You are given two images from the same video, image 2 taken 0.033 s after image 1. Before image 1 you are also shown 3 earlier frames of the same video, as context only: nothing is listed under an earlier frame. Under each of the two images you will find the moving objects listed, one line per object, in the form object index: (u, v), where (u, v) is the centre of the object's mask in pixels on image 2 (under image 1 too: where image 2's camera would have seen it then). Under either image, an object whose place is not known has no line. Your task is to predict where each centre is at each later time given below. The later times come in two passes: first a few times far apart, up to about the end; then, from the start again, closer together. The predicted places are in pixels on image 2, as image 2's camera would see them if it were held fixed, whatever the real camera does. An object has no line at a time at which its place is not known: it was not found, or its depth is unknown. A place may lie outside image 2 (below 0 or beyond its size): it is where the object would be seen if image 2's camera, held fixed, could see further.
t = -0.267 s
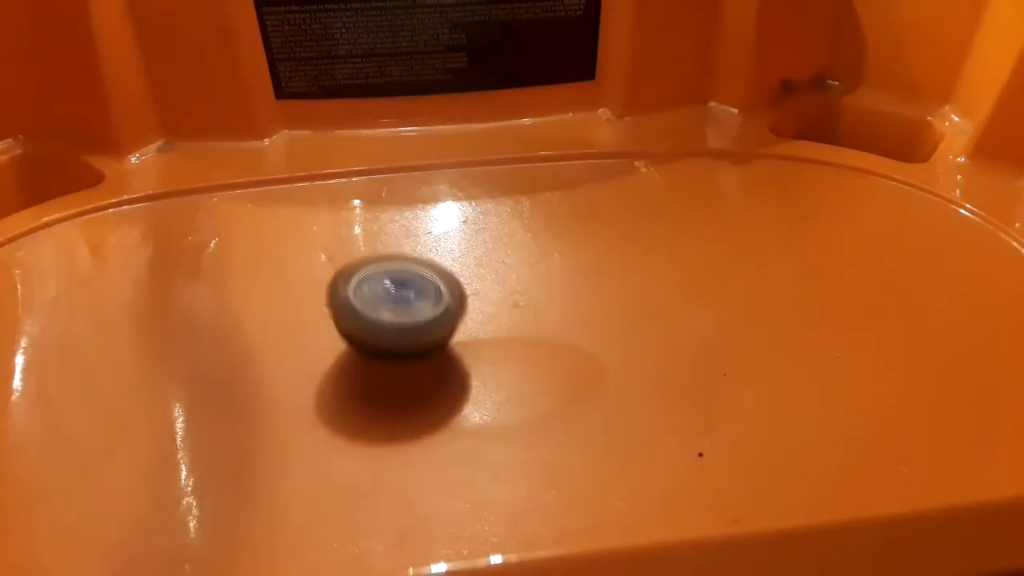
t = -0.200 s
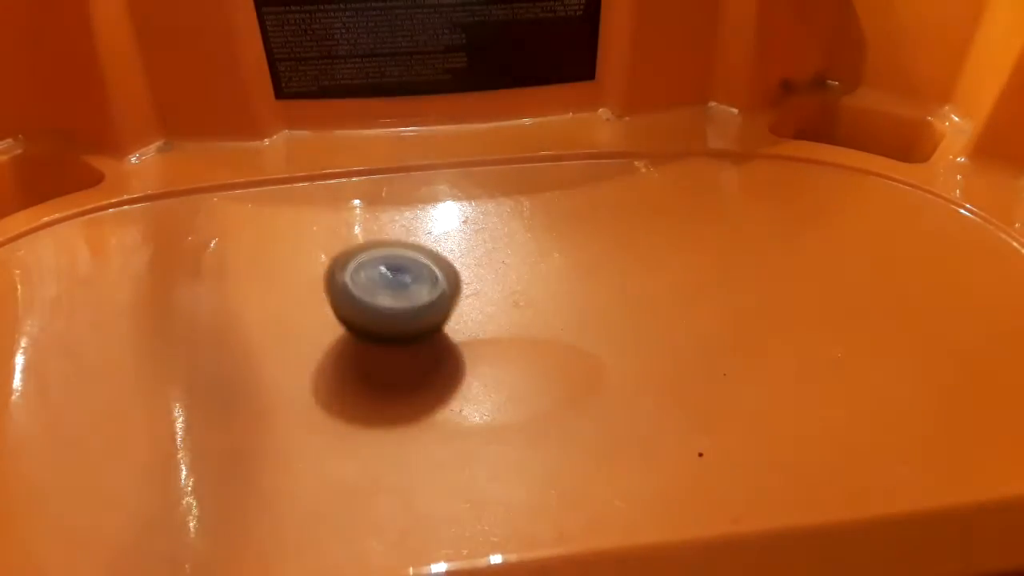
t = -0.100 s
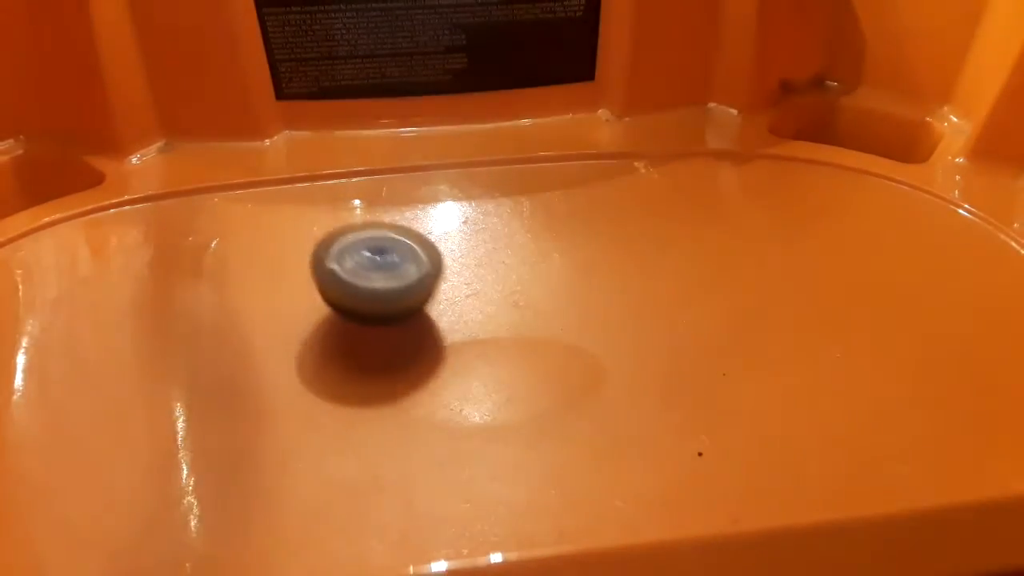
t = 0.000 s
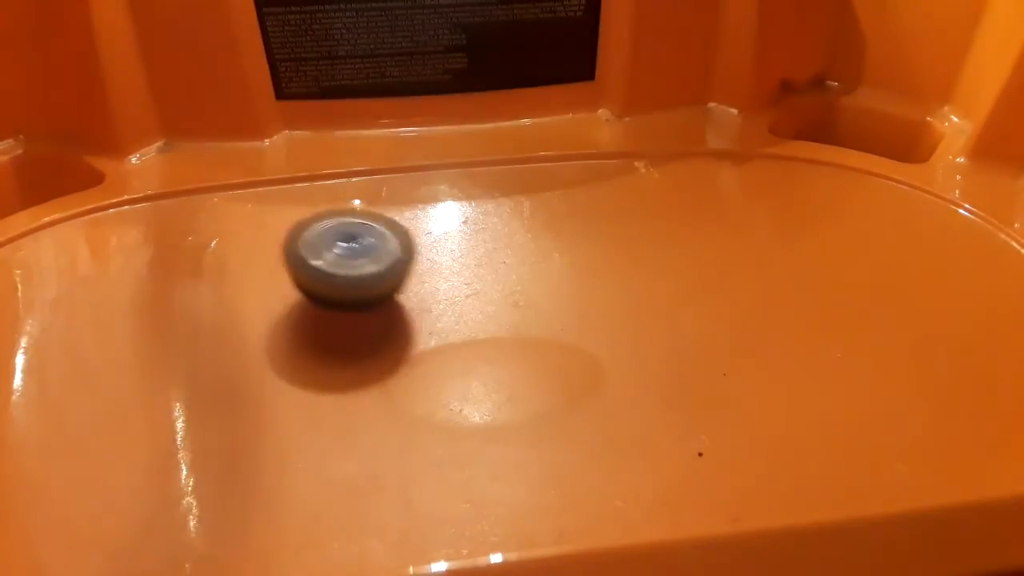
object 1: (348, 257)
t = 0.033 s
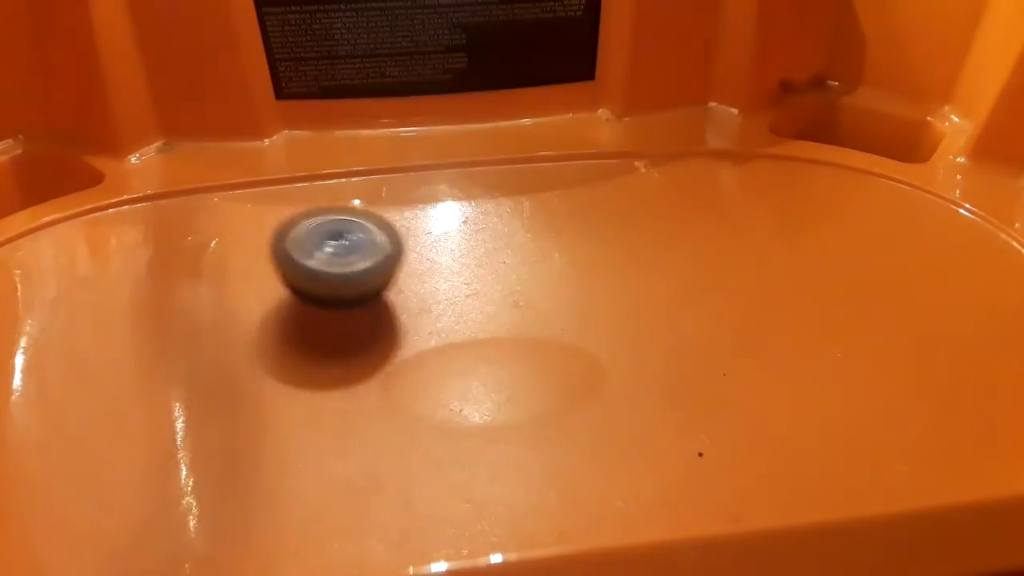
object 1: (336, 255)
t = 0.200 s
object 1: (275, 263)
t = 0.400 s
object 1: (301, 321)
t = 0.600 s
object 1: (421, 323)
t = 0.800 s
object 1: (510, 301)
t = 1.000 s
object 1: (586, 283)
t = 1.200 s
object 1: (621, 262)
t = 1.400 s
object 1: (608, 260)
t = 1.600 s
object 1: (583, 301)
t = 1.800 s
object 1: (629, 349)
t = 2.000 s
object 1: (712, 344)
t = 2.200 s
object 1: (734, 324)
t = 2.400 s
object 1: (648, 321)
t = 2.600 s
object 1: (604, 335)
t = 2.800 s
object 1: (512, 375)
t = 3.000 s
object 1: (442, 419)
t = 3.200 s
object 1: (431, 456)
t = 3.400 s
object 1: (490, 438)
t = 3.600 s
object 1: (452, 380)
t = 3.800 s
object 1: (364, 348)
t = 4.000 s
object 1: (280, 356)
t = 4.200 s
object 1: (281, 394)
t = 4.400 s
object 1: (357, 358)
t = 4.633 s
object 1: (342, 341)
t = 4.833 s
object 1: (333, 340)
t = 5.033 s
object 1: (404, 315)
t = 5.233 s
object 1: (437, 304)
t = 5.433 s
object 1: (485, 296)
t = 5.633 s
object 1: (538, 295)
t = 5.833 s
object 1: (583, 298)
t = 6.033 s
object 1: (595, 307)
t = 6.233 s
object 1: (620, 317)
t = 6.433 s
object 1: (598, 322)
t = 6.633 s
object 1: (606, 314)
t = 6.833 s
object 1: (610, 329)
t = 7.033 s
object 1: (592, 352)
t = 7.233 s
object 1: (557, 373)
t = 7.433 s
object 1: (513, 381)
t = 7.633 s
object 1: (466, 383)
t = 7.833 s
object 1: (422, 376)
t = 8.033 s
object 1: (406, 370)
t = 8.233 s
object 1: (398, 368)
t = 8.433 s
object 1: (383, 360)
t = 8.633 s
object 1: (373, 349)
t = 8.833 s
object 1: (372, 342)
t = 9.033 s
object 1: (377, 330)
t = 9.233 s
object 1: (392, 320)
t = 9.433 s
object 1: (407, 313)
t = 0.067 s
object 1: (324, 254)
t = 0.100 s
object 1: (312, 253)
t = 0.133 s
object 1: (299, 255)
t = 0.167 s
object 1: (286, 258)
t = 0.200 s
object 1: (275, 263)
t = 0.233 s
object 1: (267, 271)
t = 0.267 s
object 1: (264, 280)
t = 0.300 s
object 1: (265, 291)
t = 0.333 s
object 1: (273, 302)
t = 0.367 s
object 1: (285, 312)
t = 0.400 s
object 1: (301, 321)
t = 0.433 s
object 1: (320, 328)
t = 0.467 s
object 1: (342, 333)
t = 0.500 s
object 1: (363, 334)
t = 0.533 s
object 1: (385, 333)
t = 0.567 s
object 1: (404, 329)
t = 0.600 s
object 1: (421, 323)
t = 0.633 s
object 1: (437, 319)
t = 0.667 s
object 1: (452, 314)
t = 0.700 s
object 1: (466, 310)
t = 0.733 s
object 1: (481, 307)
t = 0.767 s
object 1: (495, 304)
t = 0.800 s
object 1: (510, 301)
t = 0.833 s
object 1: (526, 298)
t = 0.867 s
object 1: (542, 295)
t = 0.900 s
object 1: (556, 292)
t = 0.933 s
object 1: (566, 289)
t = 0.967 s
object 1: (576, 286)
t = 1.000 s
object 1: (586, 283)
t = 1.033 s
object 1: (595, 280)
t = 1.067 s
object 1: (603, 276)
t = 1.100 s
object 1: (609, 273)
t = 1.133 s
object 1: (614, 269)
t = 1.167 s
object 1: (618, 265)
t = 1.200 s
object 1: (621, 262)
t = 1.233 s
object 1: (622, 260)
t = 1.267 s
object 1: (622, 257)
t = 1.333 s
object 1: (617, 257)
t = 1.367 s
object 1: (613, 257)
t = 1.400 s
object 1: (608, 260)
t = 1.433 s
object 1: (601, 264)
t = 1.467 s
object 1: (596, 268)
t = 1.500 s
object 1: (592, 275)
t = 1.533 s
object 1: (586, 283)
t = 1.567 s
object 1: (584, 291)
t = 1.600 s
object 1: (583, 301)
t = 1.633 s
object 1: (584, 311)
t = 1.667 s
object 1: (589, 320)
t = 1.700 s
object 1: (597, 330)
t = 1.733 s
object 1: (608, 340)
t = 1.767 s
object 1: (618, 345)
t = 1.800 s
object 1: (629, 349)
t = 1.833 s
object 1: (642, 350)
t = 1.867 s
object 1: (655, 350)
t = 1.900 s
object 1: (669, 347)
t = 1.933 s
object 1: (684, 346)
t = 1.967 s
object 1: (698, 345)
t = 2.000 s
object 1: (712, 344)
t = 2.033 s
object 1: (724, 344)
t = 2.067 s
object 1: (732, 342)
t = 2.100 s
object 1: (739, 338)
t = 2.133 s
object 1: (742, 334)
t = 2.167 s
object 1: (741, 329)
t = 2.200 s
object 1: (734, 324)
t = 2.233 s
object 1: (724, 320)
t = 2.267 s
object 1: (712, 316)
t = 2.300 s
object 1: (697, 316)
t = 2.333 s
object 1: (679, 316)
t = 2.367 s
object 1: (661, 319)
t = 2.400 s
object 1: (648, 321)
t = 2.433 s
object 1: (640, 323)
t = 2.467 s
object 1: (635, 323)
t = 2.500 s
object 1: (633, 324)
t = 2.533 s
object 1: (630, 327)
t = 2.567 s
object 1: (620, 331)
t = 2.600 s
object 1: (604, 335)
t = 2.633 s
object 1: (588, 340)
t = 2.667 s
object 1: (573, 345)
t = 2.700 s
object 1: (558, 352)
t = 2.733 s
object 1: (543, 359)
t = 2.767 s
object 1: (528, 367)
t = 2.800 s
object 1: (512, 375)
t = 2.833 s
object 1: (499, 382)
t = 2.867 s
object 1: (486, 389)
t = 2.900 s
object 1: (474, 397)
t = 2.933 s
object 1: (462, 404)
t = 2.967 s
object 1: (451, 412)
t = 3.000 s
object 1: (442, 419)
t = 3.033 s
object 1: (434, 426)
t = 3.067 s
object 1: (429, 433)
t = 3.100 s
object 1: (426, 440)
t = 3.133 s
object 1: (425, 446)
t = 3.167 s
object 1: (427, 452)
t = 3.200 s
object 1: (431, 456)
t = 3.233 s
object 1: (439, 459)
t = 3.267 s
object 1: (450, 459)
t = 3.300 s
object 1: (461, 457)
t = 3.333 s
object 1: (474, 452)
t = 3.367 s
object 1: (485, 445)
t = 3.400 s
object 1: (490, 438)
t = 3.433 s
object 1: (491, 429)
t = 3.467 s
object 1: (487, 418)
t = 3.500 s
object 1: (482, 407)
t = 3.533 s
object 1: (474, 396)
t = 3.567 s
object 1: (463, 388)
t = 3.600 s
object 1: (452, 380)
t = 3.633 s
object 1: (440, 373)
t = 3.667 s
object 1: (426, 365)
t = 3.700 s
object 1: (411, 360)
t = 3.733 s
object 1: (395, 356)
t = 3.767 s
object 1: (380, 352)
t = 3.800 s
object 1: (364, 348)
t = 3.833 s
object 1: (350, 347)
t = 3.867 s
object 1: (336, 347)
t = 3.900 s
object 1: (321, 348)
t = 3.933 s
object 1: (307, 350)
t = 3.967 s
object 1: (292, 353)
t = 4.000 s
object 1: (280, 356)
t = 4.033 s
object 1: (269, 361)
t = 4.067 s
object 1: (261, 368)
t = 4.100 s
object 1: (258, 376)
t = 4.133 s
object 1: (260, 384)
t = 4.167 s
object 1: (268, 391)
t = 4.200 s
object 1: (281, 394)
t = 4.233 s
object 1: (294, 393)
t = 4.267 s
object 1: (308, 390)
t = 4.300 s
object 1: (320, 383)
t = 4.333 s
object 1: (334, 375)
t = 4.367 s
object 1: (348, 367)
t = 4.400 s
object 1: (357, 358)
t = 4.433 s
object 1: (364, 349)
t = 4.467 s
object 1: (366, 341)
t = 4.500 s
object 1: (364, 336)
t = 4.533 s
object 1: (358, 333)
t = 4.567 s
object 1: (350, 334)
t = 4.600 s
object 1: (345, 337)
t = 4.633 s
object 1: (342, 341)
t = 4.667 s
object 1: (338, 344)
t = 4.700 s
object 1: (336, 347)
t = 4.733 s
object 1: (333, 348)
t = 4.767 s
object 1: (329, 348)
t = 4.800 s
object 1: (328, 344)
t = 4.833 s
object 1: (333, 340)
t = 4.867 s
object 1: (346, 339)
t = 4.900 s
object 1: (361, 339)
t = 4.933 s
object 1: (374, 336)
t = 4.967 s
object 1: (385, 329)
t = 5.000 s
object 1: (394, 322)
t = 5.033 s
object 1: (404, 315)
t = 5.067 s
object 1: (412, 308)
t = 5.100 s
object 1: (419, 302)
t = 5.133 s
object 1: (424, 299)
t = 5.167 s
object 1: (429, 300)
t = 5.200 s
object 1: (434, 302)
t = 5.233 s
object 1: (437, 304)
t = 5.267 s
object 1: (438, 305)
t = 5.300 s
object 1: (442, 304)
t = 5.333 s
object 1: (450, 302)
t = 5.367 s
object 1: (461, 300)
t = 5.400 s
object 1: (473, 298)
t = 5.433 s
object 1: (485, 296)
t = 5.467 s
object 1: (498, 293)
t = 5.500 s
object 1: (511, 292)
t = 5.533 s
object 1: (522, 292)
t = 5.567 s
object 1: (529, 291)
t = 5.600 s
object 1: (534, 293)
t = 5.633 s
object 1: (538, 295)
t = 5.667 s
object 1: (541, 296)
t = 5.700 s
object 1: (548, 296)
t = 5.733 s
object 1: (556, 297)
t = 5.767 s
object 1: (566, 298)
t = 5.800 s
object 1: (576, 298)
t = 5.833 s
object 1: (583, 298)
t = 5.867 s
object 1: (588, 302)
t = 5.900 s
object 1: (591, 307)
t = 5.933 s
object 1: (592, 311)
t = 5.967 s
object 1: (591, 311)
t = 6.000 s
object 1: (591, 308)
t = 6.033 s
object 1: (595, 307)
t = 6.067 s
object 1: (598, 310)
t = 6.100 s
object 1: (600, 316)
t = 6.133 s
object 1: (604, 318)
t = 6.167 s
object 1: (611, 319)
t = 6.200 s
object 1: (617, 318)
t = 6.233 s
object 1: (620, 317)
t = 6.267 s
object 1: (620, 318)
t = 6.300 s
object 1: (617, 320)
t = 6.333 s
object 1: (613, 321)
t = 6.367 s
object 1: (607, 323)
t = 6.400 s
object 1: (602, 323)
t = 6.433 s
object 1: (598, 322)
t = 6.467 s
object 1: (597, 321)
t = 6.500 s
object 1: (597, 319)
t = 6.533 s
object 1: (598, 317)
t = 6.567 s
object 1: (601, 316)
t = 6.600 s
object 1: (603, 314)
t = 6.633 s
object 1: (606, 314)
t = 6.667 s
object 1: (608, 315)
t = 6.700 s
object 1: (610, 316)
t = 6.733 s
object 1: (611, 319)
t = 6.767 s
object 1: (611, 322)
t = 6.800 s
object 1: (611, 325)
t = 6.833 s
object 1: (610, 329)
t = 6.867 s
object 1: (609, 332)
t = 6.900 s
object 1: (607, 336)
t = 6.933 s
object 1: (604, 341)
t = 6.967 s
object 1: (601, 345)
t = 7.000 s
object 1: (597, 349)
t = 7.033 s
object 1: (592, 352)
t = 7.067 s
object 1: (587, 356)
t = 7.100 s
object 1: (581, 360)
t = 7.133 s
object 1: (576, 364)
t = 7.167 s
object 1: (570, 367)
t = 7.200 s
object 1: (564, 370)
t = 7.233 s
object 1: (557, 373)
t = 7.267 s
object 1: (551, 375)
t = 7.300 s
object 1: (543, 377)
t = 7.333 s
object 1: (535, 378)
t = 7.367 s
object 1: (528, 379)
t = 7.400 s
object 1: (520, 380)
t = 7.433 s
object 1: (513, 381)
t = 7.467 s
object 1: (505, 381)
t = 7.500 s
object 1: (498, 381)
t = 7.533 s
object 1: (490, 382)
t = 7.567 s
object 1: (483, 383)
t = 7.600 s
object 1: (475, 383)
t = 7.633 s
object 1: (466, 383)
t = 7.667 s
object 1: (458, 382)
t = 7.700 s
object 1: (450, 382)
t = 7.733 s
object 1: (443, 381)
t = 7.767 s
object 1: (436, 380)
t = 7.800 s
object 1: (429, 378)
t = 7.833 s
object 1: (422, 376)
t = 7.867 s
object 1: (417, 373)
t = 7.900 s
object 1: (412, 371)
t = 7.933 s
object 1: (409, 370)
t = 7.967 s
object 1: (407, 369)
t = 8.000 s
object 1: (406, 369)
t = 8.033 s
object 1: (406, 370)
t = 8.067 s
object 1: (406, 370)
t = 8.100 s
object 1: (405, 370)
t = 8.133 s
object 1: (403, 370)
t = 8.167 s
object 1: (402, 369)
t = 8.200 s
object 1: (400, 368)
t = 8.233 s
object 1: (398, 368)
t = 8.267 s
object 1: (395, 367)
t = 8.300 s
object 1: (393, 366)
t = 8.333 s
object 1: (390, 364)
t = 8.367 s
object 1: (388, 363)
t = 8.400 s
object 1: (385, 362)
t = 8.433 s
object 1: (383, 360)
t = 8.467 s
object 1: (380, 358)
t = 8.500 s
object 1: (378, 356)
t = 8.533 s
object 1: (376, 354)
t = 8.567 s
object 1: (375, 353)
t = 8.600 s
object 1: (374, 351)
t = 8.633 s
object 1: (373, 349)
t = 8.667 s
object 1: (373, 348)
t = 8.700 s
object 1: (373, 346)
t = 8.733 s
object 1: (372, 345)
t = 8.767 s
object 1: (372, 344)
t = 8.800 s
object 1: (372, 343)
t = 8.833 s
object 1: (372, 342)
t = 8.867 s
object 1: (372, 340)
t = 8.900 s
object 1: (372, 338)
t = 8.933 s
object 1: (373, 336)
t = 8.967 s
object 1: (374, 334)
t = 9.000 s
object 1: (376, 332)
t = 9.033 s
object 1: (377, 330)
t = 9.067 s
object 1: (379, 328)
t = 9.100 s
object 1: (382, 326)
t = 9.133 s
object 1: (384, 325)
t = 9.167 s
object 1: (386, 323)
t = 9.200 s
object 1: (389, 322)
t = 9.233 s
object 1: (392, 320)
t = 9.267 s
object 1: (394, 319)
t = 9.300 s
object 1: (397, 318)
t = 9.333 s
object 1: (399, 316)
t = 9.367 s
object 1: (401, 315)
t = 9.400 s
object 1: (404, 314)
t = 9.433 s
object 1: (407, 313)
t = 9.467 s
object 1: (410, 311)
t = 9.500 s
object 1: (413, 311)
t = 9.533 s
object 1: (417, 310)
